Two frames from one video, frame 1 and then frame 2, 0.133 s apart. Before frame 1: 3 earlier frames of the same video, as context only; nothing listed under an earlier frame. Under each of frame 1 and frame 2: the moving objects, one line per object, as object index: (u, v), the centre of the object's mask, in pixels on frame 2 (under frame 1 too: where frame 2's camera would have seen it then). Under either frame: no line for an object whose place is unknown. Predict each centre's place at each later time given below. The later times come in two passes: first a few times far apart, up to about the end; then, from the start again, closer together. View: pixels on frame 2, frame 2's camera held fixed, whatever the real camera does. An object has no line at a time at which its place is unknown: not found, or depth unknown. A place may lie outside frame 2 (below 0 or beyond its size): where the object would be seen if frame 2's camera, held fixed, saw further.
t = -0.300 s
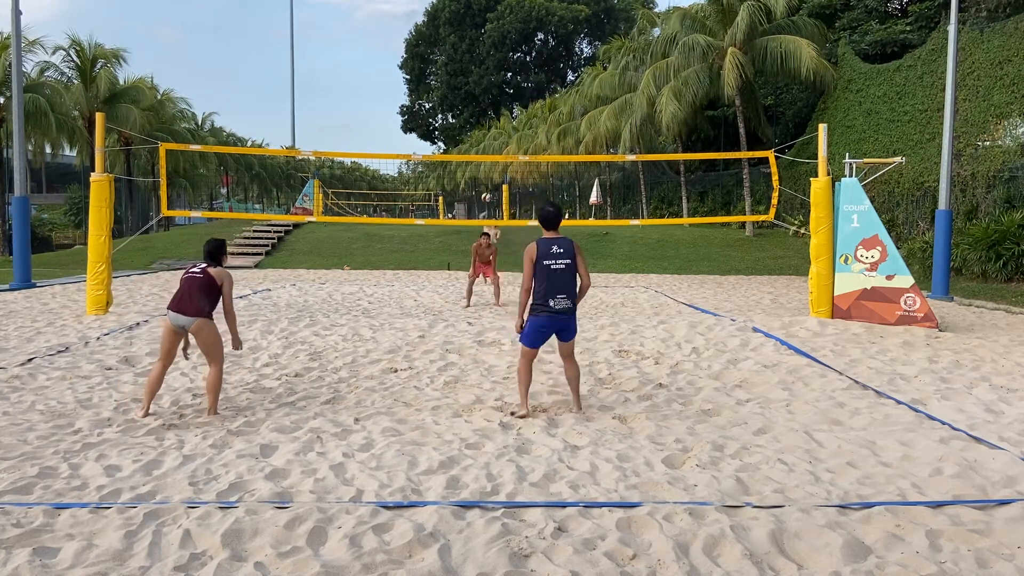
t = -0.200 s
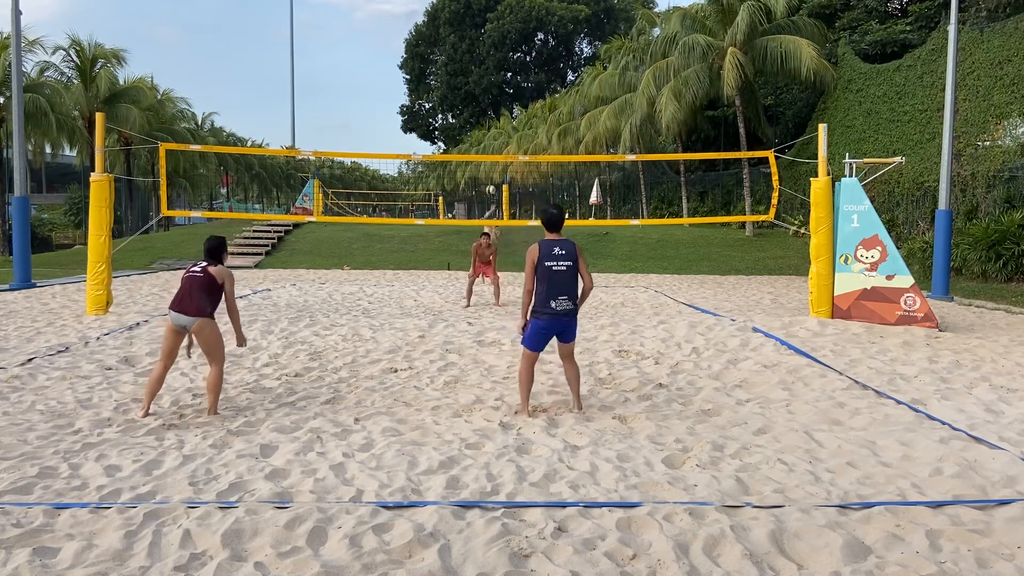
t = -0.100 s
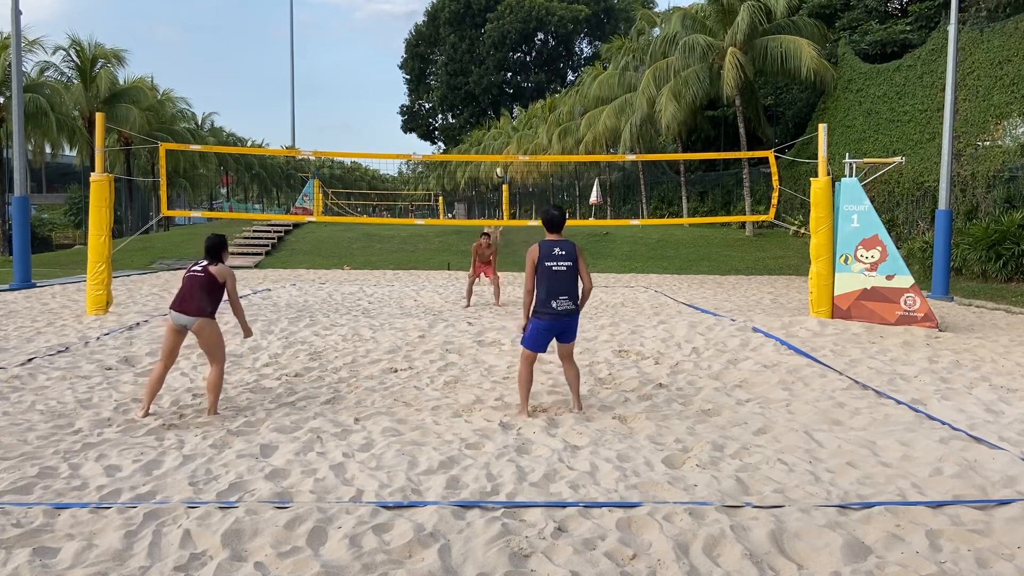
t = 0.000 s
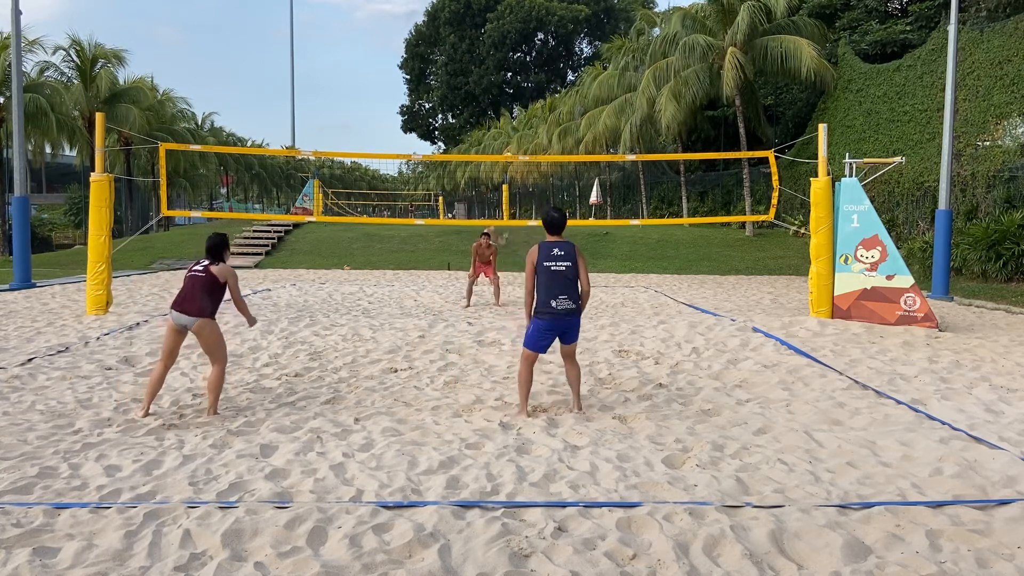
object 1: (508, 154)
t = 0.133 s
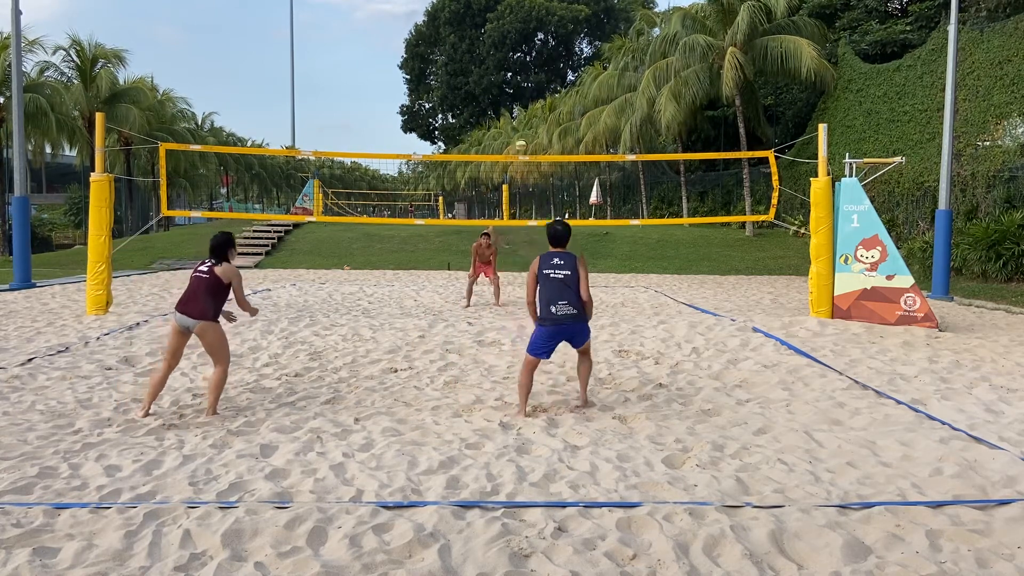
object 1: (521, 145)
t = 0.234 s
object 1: (531, 140)
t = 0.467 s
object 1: (555, 156)
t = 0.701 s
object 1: (568, 161)
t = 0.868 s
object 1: (579, 190)
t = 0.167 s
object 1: (525, 143)
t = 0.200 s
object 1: (528, 140)
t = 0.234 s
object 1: (531, 140)
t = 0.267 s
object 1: (535, 140)
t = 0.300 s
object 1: (538, 141)
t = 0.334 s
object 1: (542, 143)
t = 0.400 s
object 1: (549, 149)
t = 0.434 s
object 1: (553, 152)
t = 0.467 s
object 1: (555, 156)
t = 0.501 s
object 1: (557, 154)
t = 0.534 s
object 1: (558, 153)
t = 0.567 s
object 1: (561, 153)
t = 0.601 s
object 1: (563, 154)
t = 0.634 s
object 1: (566, 155)
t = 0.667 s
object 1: (567, 158)
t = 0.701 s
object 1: (568, 161)
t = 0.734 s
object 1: (570, 165)
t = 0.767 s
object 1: (573, 170)
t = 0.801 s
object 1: (575, 175)
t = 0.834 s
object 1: (577, 182)
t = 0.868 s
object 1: (579, 190)
